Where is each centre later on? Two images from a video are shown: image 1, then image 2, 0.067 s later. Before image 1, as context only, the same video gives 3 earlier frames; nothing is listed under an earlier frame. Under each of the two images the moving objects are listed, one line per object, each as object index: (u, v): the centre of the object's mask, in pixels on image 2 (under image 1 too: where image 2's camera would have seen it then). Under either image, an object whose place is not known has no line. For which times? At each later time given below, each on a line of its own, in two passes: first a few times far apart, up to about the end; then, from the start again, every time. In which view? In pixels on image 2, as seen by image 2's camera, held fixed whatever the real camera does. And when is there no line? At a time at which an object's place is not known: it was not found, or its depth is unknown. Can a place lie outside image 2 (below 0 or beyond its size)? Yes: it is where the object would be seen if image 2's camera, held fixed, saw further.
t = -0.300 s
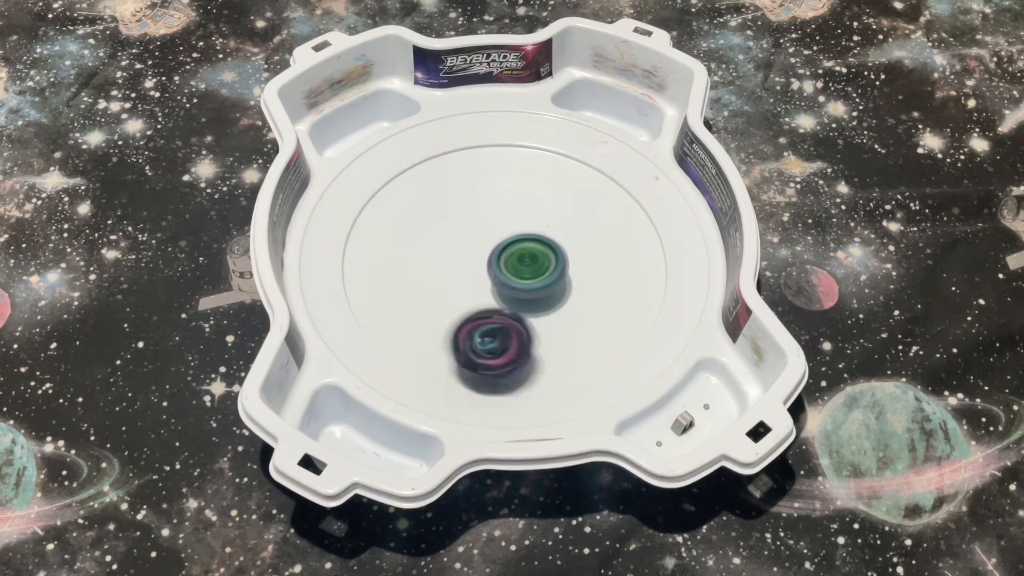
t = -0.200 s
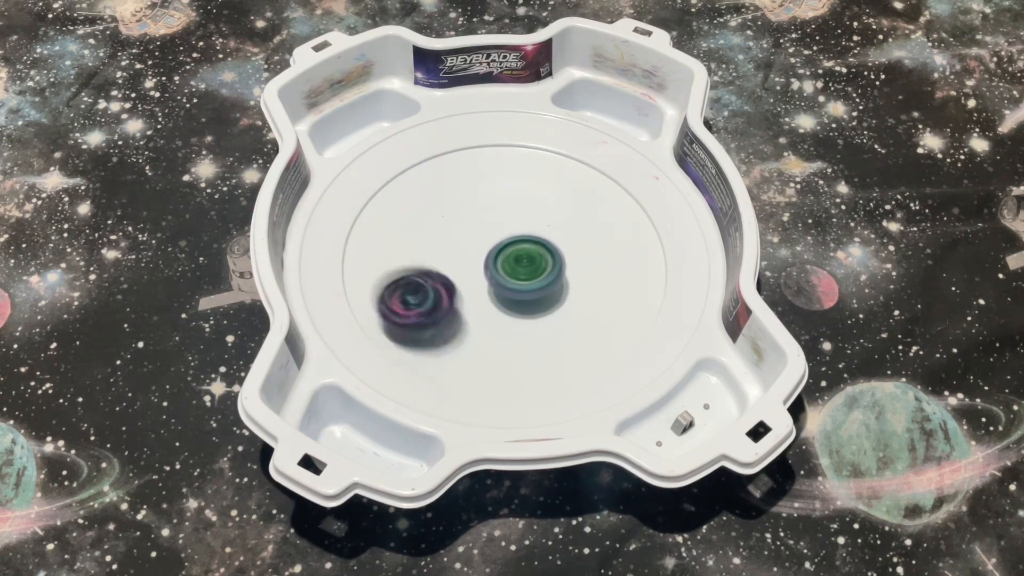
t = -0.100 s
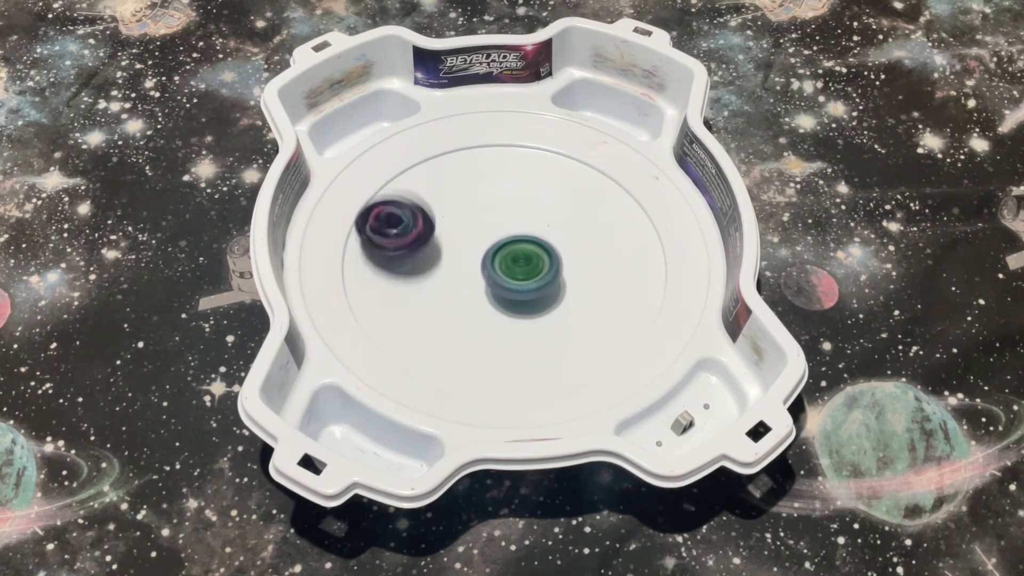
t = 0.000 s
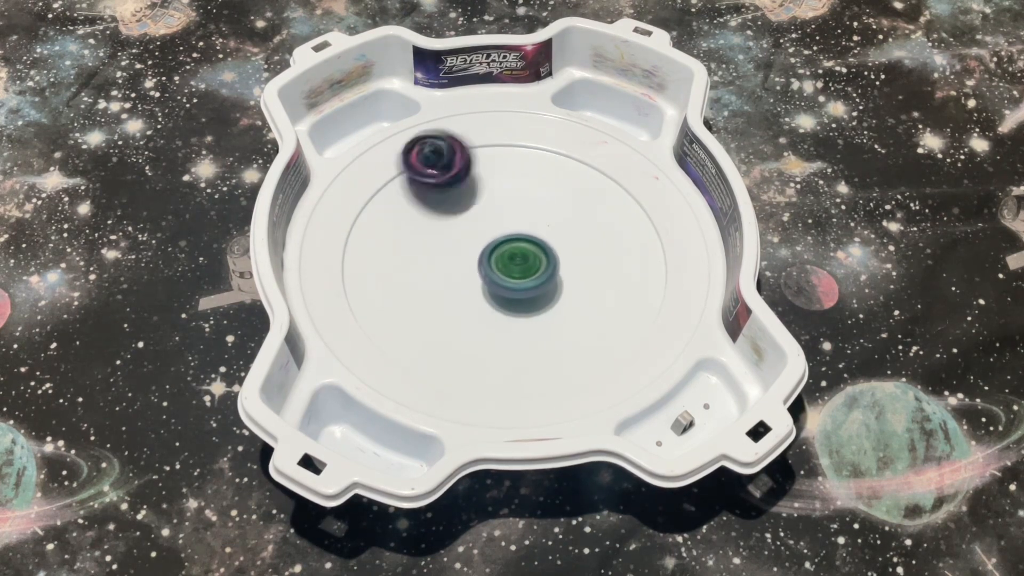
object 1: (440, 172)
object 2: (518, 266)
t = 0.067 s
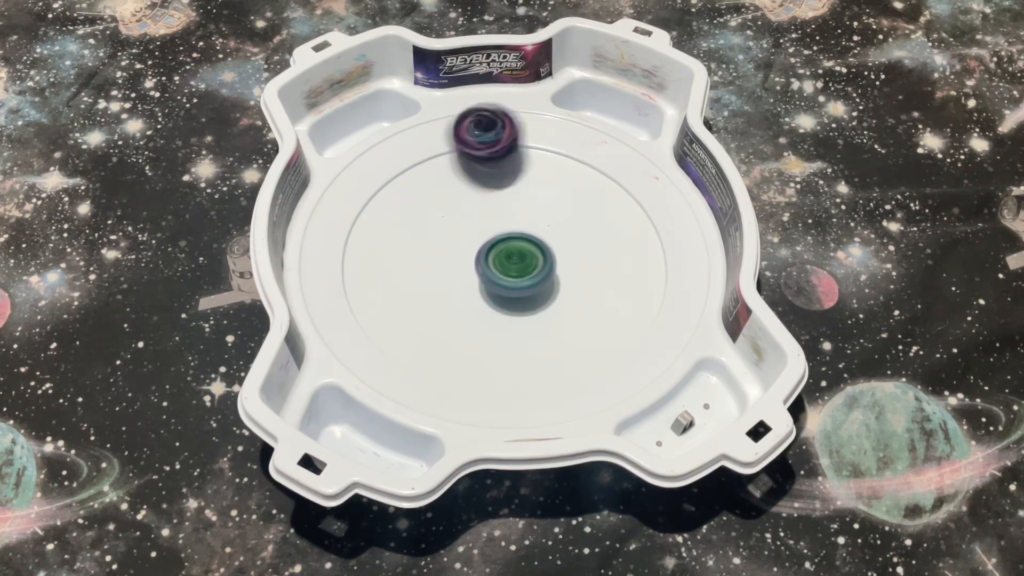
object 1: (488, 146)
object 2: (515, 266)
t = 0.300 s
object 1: (635, 205)
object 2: (505, 259)
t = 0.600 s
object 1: (561, 332)
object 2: (493, 248)
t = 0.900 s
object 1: (410, 220)
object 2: (492, 241)
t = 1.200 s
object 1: (556, 155)
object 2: (504, 235)
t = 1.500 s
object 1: (611, 288)
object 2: (520, 234)
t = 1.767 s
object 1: (420, 302)
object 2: (530, 235)
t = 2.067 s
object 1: (473, 168)
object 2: (533, 242)
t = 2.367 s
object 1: (631, 228)
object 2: (533, 254)
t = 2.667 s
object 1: (523, 341)
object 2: (529, 265)
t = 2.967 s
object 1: (425, 211)
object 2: (518, 263)
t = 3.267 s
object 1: (580, 168)
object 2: (506, 255)
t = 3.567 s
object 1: (611, 294)
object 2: (496, 245)
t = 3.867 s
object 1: (422, 289)
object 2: (500, 240)
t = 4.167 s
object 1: (480, 167)
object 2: (511, 235)
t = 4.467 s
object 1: (622, 239)
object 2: (525, 236)
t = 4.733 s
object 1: (519, 336)
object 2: (531, 241)
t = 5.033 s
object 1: (420, 226)
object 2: (531, 251)
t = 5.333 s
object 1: (568, 177)
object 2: (525, 259)
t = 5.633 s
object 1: (610, 297)
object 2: (515, 261)
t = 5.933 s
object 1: (438, 299)
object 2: (505, 254)
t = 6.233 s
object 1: (467, 175)
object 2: (501, 245)
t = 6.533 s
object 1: (611, 227)
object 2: (505, 238)
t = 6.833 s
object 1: (524, 335)
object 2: (515, 237)
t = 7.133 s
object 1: (422, 237)
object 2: (529, 242)
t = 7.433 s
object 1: (551, 174)
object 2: (531, 247)
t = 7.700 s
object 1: (613, 273)
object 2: (525, 253)
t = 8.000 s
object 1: (457, 318)
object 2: (514, 256)
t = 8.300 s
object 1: (447, 199)
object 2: (504, 251)
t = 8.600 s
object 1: (597, 203)
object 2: (504, 244)
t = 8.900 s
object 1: (563, 319)
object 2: (510, 237)
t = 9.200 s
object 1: (419, 264)
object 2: (518, 238)
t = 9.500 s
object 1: (509, 176)
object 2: (526, 245)
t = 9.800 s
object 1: (615, 260)
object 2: (527, 251)
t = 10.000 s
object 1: (546, 327)
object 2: (523, 256)
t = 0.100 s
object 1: (515, 144)
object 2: (513, 264)
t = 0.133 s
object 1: (543, 150)
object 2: (512, 264)
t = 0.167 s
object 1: (569, 160)
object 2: (510, 263)
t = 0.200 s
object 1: (590, 171)
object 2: (509, 262)
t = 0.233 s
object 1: (607, 180)
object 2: (507, 261)
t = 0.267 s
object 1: (623, 192)
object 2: (506, 260)
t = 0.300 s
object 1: (635, 205)
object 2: (505, 259)
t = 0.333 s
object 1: (644, 221)
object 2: (504, 258)
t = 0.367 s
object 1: (649, 237)
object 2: (502, 256)
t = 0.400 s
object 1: (649, 254)
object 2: (501, 255)
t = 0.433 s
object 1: (645, 272)
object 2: (499, 254)
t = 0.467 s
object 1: (636, 287)
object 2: (498, 252)
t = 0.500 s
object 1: (623, 302)
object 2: (496, 251)
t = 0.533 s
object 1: (607, 315)
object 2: (495, 250)
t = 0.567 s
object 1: (585, 325)
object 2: (494, 249)
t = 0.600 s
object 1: (561, 332)
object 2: (493, 248)
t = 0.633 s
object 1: (535, 336)
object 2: (492, 247)
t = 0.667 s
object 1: (506, 335)
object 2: (492, 246)
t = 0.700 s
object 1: (480, 328)
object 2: (492, 249)
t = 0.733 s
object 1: (456, 317)
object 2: (490, 245)
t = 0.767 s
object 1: (435, 302)
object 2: (491, 244)
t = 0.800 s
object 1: (421, 282)
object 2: (491, 243)
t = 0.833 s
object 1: (411, 263)
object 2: (491, 243)
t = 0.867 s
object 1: (407, 242)
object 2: (492, 242)
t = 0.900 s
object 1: (410, 220)
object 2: (492, 241)
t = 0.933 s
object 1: (417, 201)
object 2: (493, 240)
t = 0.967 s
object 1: (430, 185)
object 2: (494, 240)
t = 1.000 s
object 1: (445, 171)
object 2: (495, 239)
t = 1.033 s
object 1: (461, 161)
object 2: (496, 239)
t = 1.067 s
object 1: (479, 153)
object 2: (498, 238)
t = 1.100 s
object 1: (499, 149)
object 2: (499, 237)
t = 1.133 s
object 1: (518, 147)
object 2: (501, 237)
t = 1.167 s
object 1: (538, 148)
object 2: (503, 236)
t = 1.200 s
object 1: (556, 155)
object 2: (504, 235)
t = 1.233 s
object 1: (572, 162)
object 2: (506, 235)
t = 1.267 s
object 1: (588, 172)
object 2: (507, 235)
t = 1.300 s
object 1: (601, 184)
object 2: (509, 234)
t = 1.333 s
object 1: (613, 198)
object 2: (510, 234)
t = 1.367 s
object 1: (622, 215)
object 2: (512, 234)
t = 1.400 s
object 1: (625, 232)
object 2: (514, 234)
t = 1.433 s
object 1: (625, 251)
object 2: (516, 234)
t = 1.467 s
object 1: (621, 270)
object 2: (518, 234)
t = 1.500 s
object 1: (611, 288)
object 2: (520, 234)
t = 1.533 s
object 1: (595, 307)
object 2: (521, 234)
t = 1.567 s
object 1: (571, 321)
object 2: (523, 233)
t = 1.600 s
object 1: (546, 330)
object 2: (524, 233)
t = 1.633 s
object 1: (517, 335)
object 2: (525, 233)
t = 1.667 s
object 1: (489, 333)
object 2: (527, 234)
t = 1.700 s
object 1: (462, 327)
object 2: (528, 234)
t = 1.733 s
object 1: (438, 315)
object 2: (529, 235)
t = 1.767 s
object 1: (420, 302)
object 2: (530, 235)
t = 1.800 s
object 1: (405, 284)
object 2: (530, 236)
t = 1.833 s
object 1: (398, 265)
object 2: (531, 237)
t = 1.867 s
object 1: (395, 246)
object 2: (531, 237)
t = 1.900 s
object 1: (400, 227)
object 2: (532, 238)
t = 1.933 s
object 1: (408, 211)
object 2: (532, 238)
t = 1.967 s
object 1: (420, 196)
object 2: (532, 239)
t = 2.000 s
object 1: (436, 184)
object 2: (533, 240)
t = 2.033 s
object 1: (453, 174)
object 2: (533, 241)
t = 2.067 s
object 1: (473, 168)
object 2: (533, 242)
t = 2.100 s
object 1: (492, 164)
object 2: (533, 244)
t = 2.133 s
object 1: (514, 162)
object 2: (533, 245)
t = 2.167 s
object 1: (535, 165)
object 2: (533, 246)
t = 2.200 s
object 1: (557, 169)
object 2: (533, 247)
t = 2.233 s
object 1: (576, 177)
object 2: (533, 249)
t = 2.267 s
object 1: (594, 186)
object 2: (533, 250)
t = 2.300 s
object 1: (609, 198)
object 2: (533, 251)
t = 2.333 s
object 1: (621, 211)
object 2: (533, 252)
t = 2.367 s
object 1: (631, 228)
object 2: (533, 254)
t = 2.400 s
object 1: (635, 244)
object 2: (533, 255)
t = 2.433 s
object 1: (637, 262)
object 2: (533, 256)
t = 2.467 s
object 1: (632, 278)
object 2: (532, 258)
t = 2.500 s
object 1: (624, 295)
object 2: (532, 258)
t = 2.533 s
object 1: (611, 310)
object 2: (532, 260)
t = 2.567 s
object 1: (595, 322)
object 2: (531, 261)
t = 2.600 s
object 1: (574, 332)
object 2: (530, 264)
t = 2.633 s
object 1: (551, 339)
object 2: (529, 265)
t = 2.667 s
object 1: (523, 341)
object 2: (529, 265)
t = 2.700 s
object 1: (497, 337)
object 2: (526, 263)
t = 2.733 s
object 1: (474, 330)
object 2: (526, 263)
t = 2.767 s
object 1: (453, 317)
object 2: (525, 265)
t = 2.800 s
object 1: (436, 303)
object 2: (524, 265)
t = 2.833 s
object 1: (424, 285)
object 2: (523, 265)
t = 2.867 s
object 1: (417, 268)
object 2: (521, 265)
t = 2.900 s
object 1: (415, 248)
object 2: (520, 264)
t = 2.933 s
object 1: (417, 230)
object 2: (520, 264)
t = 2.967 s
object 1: (425, 211)
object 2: (518, 263)
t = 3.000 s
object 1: (436, 197)
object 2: (517, 263)
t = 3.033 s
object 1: (451, 182)
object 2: (516, 263)
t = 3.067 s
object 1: (468, 172)
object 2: (515, 262)
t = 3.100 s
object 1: (486, 164)
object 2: (514, 261)
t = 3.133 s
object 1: (505, 160)
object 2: (513, 259)
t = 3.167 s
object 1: (526, 157)
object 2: (511, 259)
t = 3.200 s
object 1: (545, 158)
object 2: (510, 258)
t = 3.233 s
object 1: (564, 161)
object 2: (508, 256)
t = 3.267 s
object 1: (580, 168)
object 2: (506, 255)
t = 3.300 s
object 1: (597, 176)
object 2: (504, 254)
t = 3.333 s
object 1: (609, 187)
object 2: (502, 253)
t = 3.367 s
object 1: (621, 199)
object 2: (500, 252)
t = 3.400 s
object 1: (628, 214)
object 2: (499, 250)
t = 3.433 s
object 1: (633, 229)
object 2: (498, 250)
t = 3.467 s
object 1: (633, 246)
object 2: (498, 249)
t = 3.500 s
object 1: (630, 263)
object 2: (497, 248)
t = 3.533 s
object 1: (622, 278)
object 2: (497, 247)
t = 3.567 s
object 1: (611, 294)
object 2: (496, 245)
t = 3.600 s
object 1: (593, 308)
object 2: (496, 245)
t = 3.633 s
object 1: (574, 319)
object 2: (496, 244)
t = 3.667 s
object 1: (550, 325)
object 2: (496, 243)
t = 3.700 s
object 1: (525, 330)
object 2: (497, 242)
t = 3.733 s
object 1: (501, 329)
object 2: (497, 242)
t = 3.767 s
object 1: (476, 324)
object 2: (497, 242)
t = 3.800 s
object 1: (456, 315)
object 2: (498, 241)
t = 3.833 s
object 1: (436, 304)
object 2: (499, 241)
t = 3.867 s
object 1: (422, 289)
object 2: (500, 240)
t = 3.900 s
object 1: (411, 273)
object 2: (501, 239)
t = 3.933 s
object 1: (406, 255)
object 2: (502, 239)
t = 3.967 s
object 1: (404, 238)
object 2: (503, 238)
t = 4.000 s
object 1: (410, 221)
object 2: (504, 237)
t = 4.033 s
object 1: (418, 206)
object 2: (505, 237)
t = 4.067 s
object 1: (431, 193)
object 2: (507, 236)
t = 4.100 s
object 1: (445, 182)
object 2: (508, 236)
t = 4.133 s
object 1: (462, 174)
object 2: (510, 236)
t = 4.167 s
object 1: (480, 167)
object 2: (511, 235)
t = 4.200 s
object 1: (500, 165)
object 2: (512, 235)
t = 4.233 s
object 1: (521, 164)
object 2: (514, 235)
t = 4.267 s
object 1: (541, 168)
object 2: (515, 235)
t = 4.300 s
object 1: (561, 175)
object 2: (517, 235)
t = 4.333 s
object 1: (578, 184)
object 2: (518, 235)
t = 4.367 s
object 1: (595, 196)
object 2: (521, 235)
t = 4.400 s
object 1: (606, 208)
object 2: (522, 235)
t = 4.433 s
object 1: (617, 225)
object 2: (524, 236)
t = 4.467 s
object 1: (622, 239)
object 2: (525, 236)
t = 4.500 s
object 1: (623, 257)
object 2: (526, 236)
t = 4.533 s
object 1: (621, 273)
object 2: (527, 237)
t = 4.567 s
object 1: (612, 291)
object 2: (529, 237)
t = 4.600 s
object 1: (601, 305)
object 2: (529, 238)
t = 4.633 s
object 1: (584, 318)
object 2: (529, 238)
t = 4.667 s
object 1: (565, 328)
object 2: (530, 239)
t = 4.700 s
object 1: (542, 334)
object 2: (531, 240)
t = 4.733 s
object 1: (519, 336)
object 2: (531, 241)
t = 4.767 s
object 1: (495, 334)
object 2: (532, 242)
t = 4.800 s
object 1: (473, 329)
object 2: (532, 243)
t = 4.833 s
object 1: (454, 318)
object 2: (532, 244)
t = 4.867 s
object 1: (437, 306)
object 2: (532, 245)
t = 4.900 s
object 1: (426, 291)
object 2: (532, 246)
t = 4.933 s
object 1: (417, 275)
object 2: (532, 247)
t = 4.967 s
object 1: (415, 259)
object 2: (531, 249)
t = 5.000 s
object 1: (414, 241)
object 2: (531, 250)
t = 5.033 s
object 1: (420, 226)
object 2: (531, 251)
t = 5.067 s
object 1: (428, 210)
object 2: (531, 252)
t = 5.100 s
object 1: (439, 198)
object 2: (530, 253)
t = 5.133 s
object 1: (455, 185)
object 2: (530, 254)
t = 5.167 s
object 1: (472, 177)
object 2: (529, 255)
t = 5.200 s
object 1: (491, 171)
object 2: (528, 256)
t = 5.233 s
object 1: (510, 168)
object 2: (528, 256)
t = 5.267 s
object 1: (531, 168)
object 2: (527, 257)
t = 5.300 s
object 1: (550, 171)
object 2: (526, 258)
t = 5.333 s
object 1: (568, 177)
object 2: (525, 259)
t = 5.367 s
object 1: (585, 184)
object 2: (524, 259)
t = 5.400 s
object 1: (599, 194)
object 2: (523, 260)
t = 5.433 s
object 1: (612, 206)
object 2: (522, 260)
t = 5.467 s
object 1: (621, 220)
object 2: (521, 260)
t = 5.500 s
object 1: (628, 235)
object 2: (520, 261)
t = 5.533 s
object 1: (629, 250)
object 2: (518, 260)
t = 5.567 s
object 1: (627, 267)
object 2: (517, 261)
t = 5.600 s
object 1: (622, 282)
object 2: (516, 261)
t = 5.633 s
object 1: (610, 297)
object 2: (515, 261)
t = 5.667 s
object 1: (598, 310)
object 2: (514, 261)
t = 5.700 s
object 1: (579, 320)
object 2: (514, 261)
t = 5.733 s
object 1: (559, 328)
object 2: (513, 260)
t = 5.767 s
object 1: (537, 331)
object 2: (511, 261)
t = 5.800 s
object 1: (513, 333)
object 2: (512, 260)
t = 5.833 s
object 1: (492, 328)
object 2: (511, 259)
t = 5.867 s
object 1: (471, 321)
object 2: (510, 259)
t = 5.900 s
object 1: (453, 311)
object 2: (507, 255)
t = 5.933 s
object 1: (438, 299)
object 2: (505, 254)
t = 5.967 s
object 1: (426, 286)
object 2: (504, 253)
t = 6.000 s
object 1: (418, 269)
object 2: (503, 252)
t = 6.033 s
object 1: (413, 254)
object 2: (502, 250)
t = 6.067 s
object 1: (414, 238)
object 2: (501, 250)
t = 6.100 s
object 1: (418, 222)
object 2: (501, 249)
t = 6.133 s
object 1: (426, 208)
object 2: (501, 248)
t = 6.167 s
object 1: (437, 194)
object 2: (501, 247)
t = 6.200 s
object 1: (449, 184)
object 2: (501, 246)
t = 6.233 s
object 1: (467, 175)
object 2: (501, 245)
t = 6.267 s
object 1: (484, 170)
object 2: (501, 244)
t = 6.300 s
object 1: (504, 169)
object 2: (501, 243)
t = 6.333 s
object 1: (523, 169)
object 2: (502, 242)
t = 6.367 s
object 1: (541, 174)
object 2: (502, 241)
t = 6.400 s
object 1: (560, 179)
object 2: (502, 240)
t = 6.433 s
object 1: (575, 188)
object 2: (503, 240)
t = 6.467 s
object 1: (591, 199)
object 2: (503, 239)
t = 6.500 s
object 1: (602, 211)
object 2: (504, 239)
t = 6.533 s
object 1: (611, 227)
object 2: (505, 238)
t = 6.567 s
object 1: (616, 241)
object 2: (506, 238)
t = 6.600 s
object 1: (617, 257)
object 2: (507, 238)
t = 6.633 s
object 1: (616, 273)
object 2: (508, 237)
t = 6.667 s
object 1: (609, 288)
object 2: (509, 237)
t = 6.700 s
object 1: (599, 304)
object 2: (510, 237)
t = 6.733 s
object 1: (584, 315)
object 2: (512, 237)
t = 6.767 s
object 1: (566, 326)
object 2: (513, 237)
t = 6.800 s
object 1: (547, 331)
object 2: (514, 237)
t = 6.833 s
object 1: (524, 335)
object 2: (515, 237)
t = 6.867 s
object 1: (504, 334)
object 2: (517, 237)
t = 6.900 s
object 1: (482, 329)
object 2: (518, 238)
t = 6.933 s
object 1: (463, 322)
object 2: (519, 238)
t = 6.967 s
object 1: (448, 311)
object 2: (521, 239)
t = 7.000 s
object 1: (434, 298)
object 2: (523, 239)
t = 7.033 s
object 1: (427, 284)
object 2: (524, 240)
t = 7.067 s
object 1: (421, 268)
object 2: (526, 241)
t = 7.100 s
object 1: (419, 253)
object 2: (527, 241)
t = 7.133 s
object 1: (422, 237)
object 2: (529, 242)
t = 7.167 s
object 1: (427, 223)
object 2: (530, 242)
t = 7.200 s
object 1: (437, 209)
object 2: (530, 242)
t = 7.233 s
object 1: (448, 196)
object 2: (531, 243)
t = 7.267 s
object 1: (462, 187)
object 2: (531, 244)
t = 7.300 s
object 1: (479, 178)
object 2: (531, 244)
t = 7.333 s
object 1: (495, 173)
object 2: (532, 245)
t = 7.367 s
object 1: (515, 171)
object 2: (531, 246)
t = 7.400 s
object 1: (533, 170)
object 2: (531, 246)
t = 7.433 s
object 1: (551, 174)
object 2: (531, 247)
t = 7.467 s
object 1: (568, 179)
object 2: (530, 248)
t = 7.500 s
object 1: (583, 187)
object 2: (530, 249)
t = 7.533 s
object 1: (597, 198)
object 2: (529, 249)
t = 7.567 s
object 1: (607, 211)
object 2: (528, 250)
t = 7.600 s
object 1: (614, 226)
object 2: (527, 250)
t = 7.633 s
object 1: (617, 241)
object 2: (527, 251)
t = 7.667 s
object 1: (616, 257)
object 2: (525, 252)
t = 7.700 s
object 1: (613, 273)
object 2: (525, 253)
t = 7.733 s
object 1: (604, 287)
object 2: (523, 254)
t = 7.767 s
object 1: (592, 301)
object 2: (522, 254)
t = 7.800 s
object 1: (578, 311)
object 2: (521, 258)
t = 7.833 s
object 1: (559, 320)
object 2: (520, 258)
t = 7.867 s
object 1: (541, 326)
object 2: (518, 255)
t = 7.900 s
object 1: (519, 330)
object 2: (519, 257)
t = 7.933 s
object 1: (498, 330)
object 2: (518, 258)
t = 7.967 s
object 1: (478, 325)
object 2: (515, 255)
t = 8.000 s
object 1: (457, 318)
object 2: (514, 256)
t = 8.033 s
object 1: (443, 308)
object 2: (514, 260)
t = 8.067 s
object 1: (430, 296)
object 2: (512, 256)
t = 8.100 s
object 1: (420, 283)
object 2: (511, 255)
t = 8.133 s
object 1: (416, 267)
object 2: (510, 255)
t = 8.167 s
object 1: (415, 252)
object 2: (508, 254)
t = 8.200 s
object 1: (419, 238)
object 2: (506, 254)
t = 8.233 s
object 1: (425, 224)
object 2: (505, 253)
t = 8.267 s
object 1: (433, 211)
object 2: (504, 251)
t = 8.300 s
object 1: (447, 199)
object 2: (504, 251)
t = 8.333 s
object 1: (460, 190)
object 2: (503, 251)
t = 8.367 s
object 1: (478, 183)
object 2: (503, 250)
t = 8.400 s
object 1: (496, 178)
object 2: (502, 250)
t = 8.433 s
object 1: (513, 177)
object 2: (502, 249)
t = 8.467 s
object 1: (533, 178)
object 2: (503, 248)
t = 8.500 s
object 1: (551, 181)
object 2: (503, 247)
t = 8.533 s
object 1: (568, 187)
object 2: (503, 246)
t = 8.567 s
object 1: (583, 193)
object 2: (503, 245)
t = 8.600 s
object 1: (597, 203)
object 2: (504, 244)
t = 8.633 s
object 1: (608, 215)
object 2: (504, 243)
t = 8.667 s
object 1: (616, 229)
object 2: (505, 242)
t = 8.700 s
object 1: (619, 244)
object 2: (505, 242)
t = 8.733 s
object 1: (620, 258)
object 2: (506, 241)
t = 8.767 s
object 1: (615, 273)
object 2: (507, 240)
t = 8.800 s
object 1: (608, 289)
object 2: (507, 239)
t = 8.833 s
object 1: (596, 300)
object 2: (508, 239)
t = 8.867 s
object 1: (580, 311)
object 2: (509, 238)
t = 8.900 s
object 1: (563, 319)
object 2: (510, 237)
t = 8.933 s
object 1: (543, 323)
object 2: (511, 237)
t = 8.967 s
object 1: (523, 327)
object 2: (512, 237)
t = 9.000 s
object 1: (501, 325)
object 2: (513, 237)
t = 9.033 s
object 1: (481, 321)
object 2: (514, 237)
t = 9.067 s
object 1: (464, 313)
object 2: (514, 237)
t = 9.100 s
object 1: (447, 303)
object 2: (515, 237)
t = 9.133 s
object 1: (434, 293)
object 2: (516, 237)
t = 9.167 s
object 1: (426, 279)
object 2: (517, 238)
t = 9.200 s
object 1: (419, 264)
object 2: (518, 238)
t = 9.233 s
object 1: (418, 250)
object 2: (519, 239)
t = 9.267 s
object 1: (419, 235)
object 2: (520, 239)
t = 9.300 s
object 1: (423, 221)
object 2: (521, 240)
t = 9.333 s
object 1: (434, 209)
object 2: (522, 240)
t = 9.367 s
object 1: (444, 198)
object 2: (524, 241)
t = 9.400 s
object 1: (459, 190)
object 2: (525, 242)
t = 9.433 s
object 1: (475, 182)
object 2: (525, 242)
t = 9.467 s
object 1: (490, 178)
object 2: (526, 244)
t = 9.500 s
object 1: (509, 176)
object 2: (526, 245)
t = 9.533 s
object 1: (528, 176)
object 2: (526, 246)
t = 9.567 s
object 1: (545, 180)
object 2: (527, 247)
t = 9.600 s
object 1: (563, 186)
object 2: (527, 248)
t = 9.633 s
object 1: (577, 196)
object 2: (527, 249)
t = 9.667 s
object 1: (590, 207)
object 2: (527, 249)
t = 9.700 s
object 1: (600, 218)
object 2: (527, 249)
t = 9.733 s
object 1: (607, 232)
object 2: (527, 251)
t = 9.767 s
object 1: (614, 246)
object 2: (527, 252)
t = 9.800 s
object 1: (615, 260)
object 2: (527, 251)
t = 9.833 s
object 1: (611, 275)
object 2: (527, 253)
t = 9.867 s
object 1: (606, 289)
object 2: (526, 253)
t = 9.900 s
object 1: (595, 301)
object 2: (525, 254)
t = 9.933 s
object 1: (582, 313)
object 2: (524, 254)
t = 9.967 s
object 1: (565, 321)
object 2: (523, 257)
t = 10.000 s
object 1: (546, 327)
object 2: (523, 256)
